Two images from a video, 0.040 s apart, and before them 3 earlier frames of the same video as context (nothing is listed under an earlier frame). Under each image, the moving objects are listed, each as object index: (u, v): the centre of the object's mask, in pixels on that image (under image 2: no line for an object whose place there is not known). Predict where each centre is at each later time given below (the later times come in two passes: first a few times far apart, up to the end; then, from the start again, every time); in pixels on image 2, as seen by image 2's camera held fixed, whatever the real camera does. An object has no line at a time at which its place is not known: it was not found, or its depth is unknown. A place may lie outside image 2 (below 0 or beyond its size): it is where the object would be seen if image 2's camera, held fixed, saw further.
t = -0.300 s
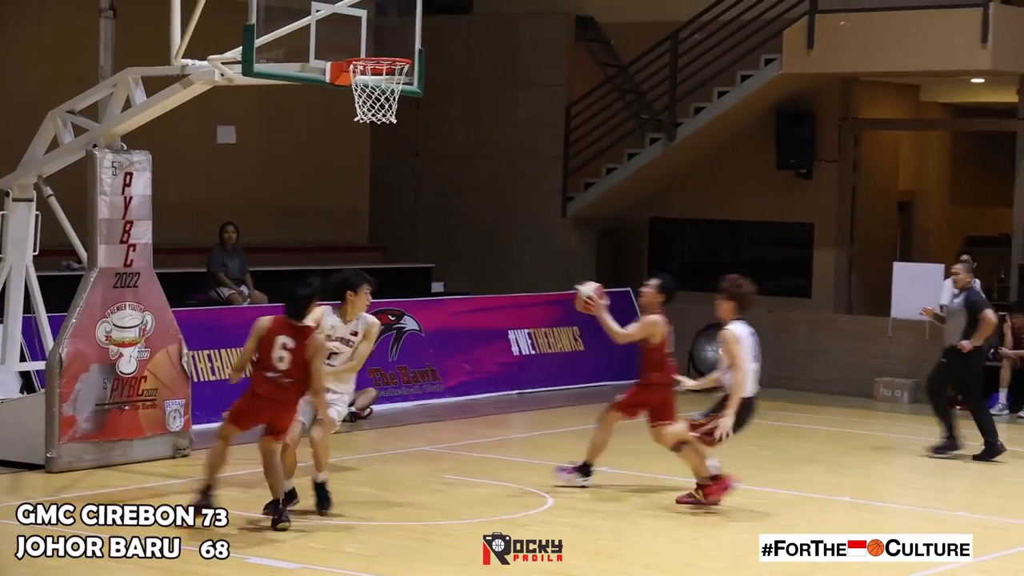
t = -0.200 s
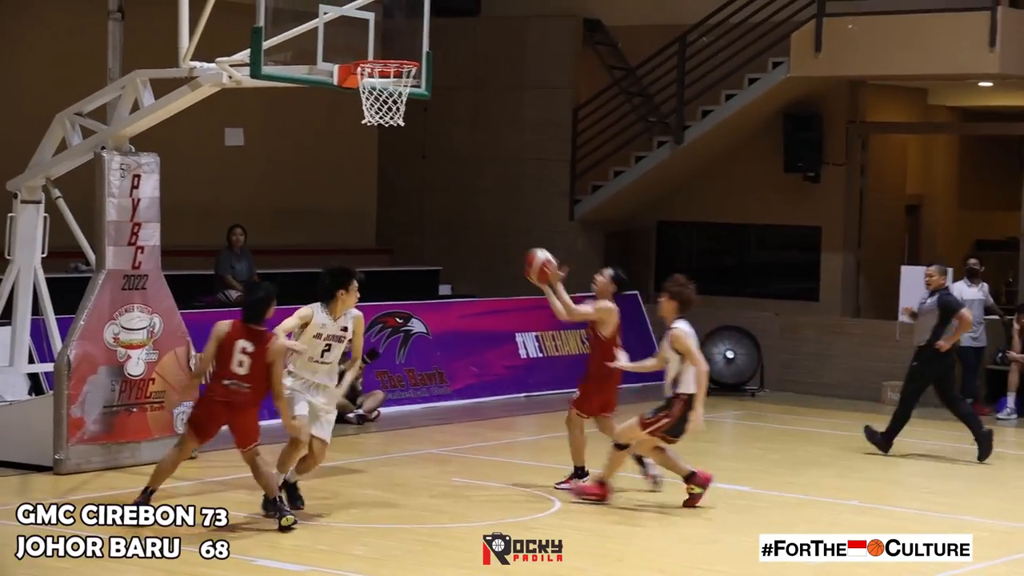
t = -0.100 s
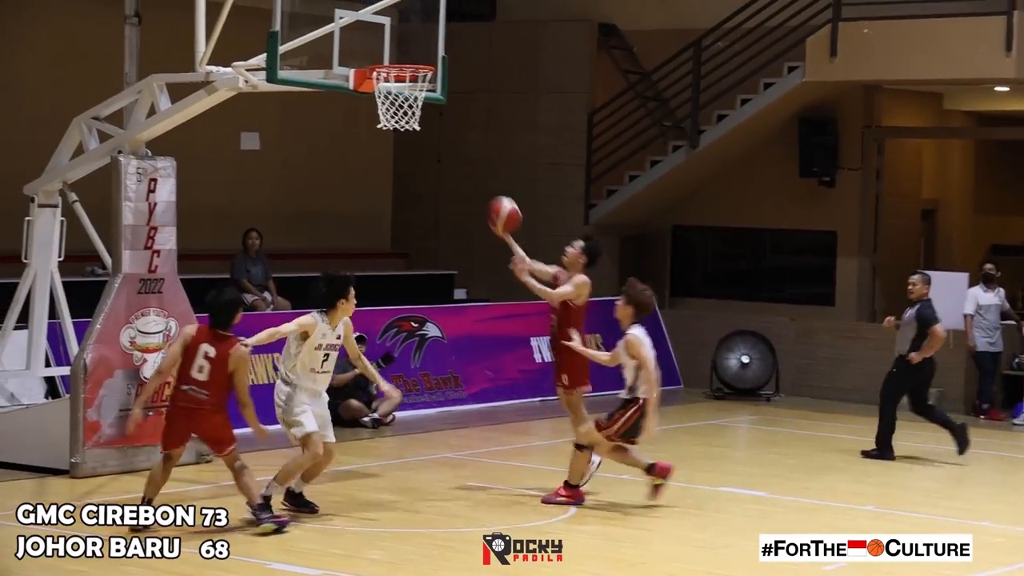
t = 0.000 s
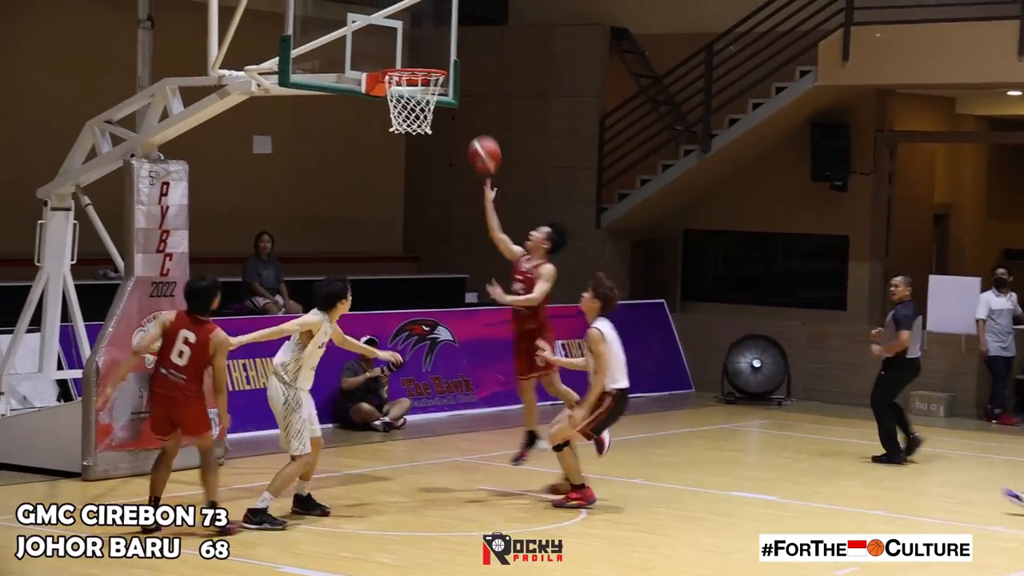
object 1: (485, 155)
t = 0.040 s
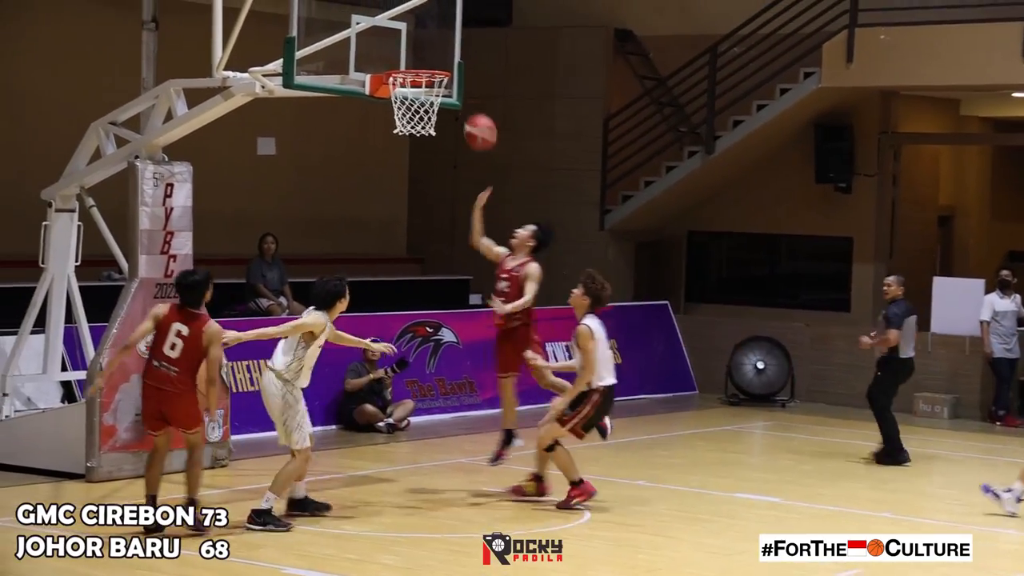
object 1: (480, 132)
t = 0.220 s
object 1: (442, 49)
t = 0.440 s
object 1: (431, 6)
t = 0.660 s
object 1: (434, 29)
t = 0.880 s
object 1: (404, 80)
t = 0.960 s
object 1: (414, 95)
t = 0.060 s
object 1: (476, 121)
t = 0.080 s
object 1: (473, 111)
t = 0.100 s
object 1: (468, 101)
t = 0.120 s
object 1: (464, 91)
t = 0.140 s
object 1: (461, 82)
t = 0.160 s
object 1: (458, 71)
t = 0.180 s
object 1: (452, 62)
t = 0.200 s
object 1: (447, 55)
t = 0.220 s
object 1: (442, 49)
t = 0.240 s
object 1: (437, 42)
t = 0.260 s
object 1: (433, 36)
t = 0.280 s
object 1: (430, 31)
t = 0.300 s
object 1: (428, 26)
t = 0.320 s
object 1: (429, 22)
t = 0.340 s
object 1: (429, 17)
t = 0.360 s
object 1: (429, 14)
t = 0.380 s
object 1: (429, 12)
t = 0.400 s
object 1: (430, 9)
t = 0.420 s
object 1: (430, 8)
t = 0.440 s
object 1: (431, 6)
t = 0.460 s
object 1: (431, 6)
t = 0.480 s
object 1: (431, 5)
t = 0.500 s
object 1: (432, 6)
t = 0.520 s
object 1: (432, 7)
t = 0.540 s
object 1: (432, 8)
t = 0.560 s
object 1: (433, 10)
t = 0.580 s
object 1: (433, 13)
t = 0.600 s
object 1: (433, 16)
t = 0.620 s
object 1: (433, 19)
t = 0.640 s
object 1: (433, 24)
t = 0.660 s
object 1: (434, 29)
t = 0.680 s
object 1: (434, 34)
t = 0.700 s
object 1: (434, 40)
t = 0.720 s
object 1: (434, 47)
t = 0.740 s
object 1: (434, 52)
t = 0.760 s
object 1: (435, 57)
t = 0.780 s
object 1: (429, 59)
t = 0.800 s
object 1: (424, 60)
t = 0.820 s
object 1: (417, 61)
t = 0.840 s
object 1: (412, 63)
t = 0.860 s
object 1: (405, 77)
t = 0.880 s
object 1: (404, 80)
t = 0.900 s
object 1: (406, 82)
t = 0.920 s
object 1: (410, 83)
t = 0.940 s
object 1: (412, 91)
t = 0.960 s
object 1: (414, 95)
